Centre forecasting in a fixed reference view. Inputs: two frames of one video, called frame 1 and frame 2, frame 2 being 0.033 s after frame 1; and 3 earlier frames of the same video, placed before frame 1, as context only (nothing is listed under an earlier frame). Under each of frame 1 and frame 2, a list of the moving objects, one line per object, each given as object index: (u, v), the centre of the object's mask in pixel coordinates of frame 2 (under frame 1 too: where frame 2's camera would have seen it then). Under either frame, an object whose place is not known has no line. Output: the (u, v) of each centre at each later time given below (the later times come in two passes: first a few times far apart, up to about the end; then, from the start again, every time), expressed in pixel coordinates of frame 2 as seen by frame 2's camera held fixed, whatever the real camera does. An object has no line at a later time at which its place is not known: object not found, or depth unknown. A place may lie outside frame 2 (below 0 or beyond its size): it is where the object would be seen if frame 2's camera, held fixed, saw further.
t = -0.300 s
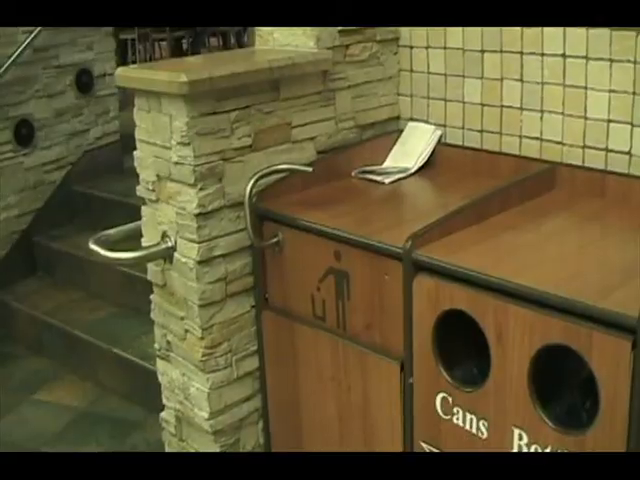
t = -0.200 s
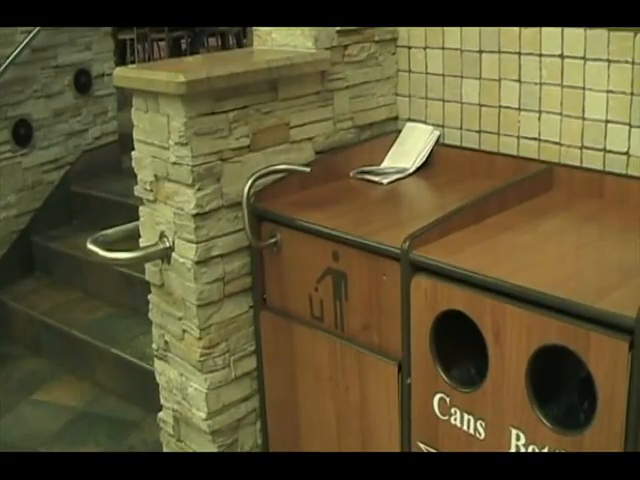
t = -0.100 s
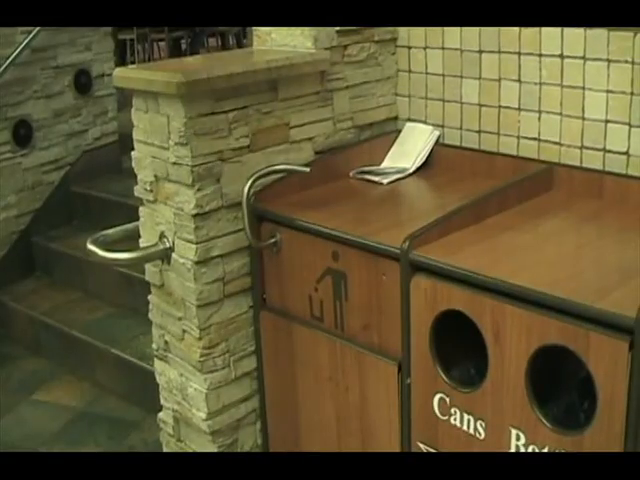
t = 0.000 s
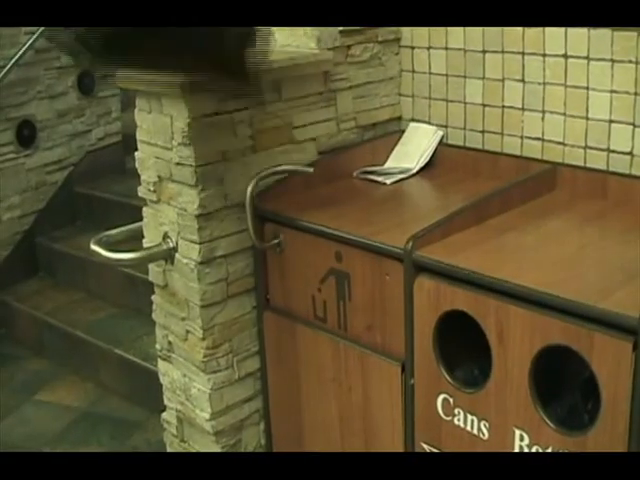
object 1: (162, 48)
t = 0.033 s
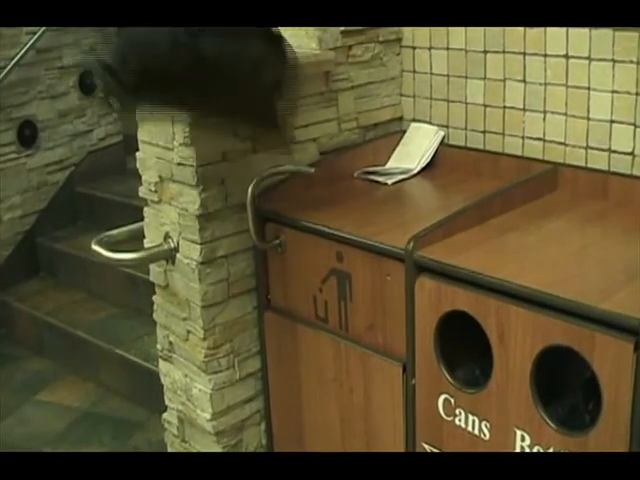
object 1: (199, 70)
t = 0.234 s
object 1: (315, 227)
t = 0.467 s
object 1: (320, 224)
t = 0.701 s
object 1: (319, 225)
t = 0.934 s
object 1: (319, 225)
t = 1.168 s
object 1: (319, 225)
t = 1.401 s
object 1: (319, 225)
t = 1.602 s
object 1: (319, 225)
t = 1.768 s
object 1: (319, 225)
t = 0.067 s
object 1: (231, 93)
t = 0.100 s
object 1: (270, 120)
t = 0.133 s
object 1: (296, 152)
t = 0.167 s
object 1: (313, 188)
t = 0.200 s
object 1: (317, 219)
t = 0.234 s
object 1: (315, 227)
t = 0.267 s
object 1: (321, 220)
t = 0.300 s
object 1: (323, 218)
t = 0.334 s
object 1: (322, 219)
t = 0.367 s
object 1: (322, 221)
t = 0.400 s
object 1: (321, 222)
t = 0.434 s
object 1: (321, 223)
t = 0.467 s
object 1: (320, 224)
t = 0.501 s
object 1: (320, 225)
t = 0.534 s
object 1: (319, 225)
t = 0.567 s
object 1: (319, 225)
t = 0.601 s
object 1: (319, 226)
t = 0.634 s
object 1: (319, 225)
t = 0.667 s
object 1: (319, 225)
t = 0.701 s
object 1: (319, 225)
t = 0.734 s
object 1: (319, 225)
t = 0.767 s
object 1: (319, 225)
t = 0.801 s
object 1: (319, 225)
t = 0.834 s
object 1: (319, 225)
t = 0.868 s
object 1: (319, 225)
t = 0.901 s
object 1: (319, 225)
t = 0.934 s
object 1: (319, 225)
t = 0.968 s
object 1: (319, 225)
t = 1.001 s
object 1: (319, 225)
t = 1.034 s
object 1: (319, 225)
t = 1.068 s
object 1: (319, 225)
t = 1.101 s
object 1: (319, 225)
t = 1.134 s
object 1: (319, 225)
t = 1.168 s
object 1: (319, 225)
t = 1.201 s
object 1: (319, 225)
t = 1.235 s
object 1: (319, 225)
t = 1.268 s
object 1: (319, 225)
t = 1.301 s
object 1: (319, 225)
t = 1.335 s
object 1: (319, 225)
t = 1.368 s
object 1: (319, 225)
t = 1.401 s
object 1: (319, 225)
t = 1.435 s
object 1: (319, 225)
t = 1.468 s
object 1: (319, 225)
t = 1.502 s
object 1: (319, 225)
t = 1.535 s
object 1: (319, 225)
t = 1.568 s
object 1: (319, 225)
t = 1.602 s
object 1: (319, 225)
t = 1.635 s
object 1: (319, 225)
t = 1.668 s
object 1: (319, 225)
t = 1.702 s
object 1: (319, 225)
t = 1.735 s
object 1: (319, 225)
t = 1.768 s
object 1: (319, 225)
